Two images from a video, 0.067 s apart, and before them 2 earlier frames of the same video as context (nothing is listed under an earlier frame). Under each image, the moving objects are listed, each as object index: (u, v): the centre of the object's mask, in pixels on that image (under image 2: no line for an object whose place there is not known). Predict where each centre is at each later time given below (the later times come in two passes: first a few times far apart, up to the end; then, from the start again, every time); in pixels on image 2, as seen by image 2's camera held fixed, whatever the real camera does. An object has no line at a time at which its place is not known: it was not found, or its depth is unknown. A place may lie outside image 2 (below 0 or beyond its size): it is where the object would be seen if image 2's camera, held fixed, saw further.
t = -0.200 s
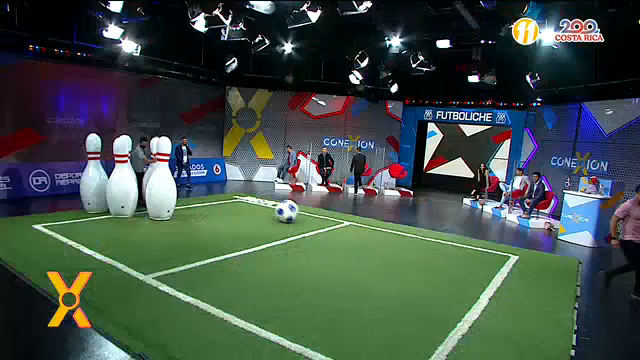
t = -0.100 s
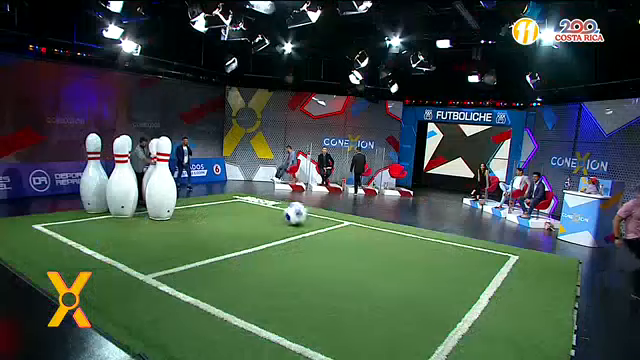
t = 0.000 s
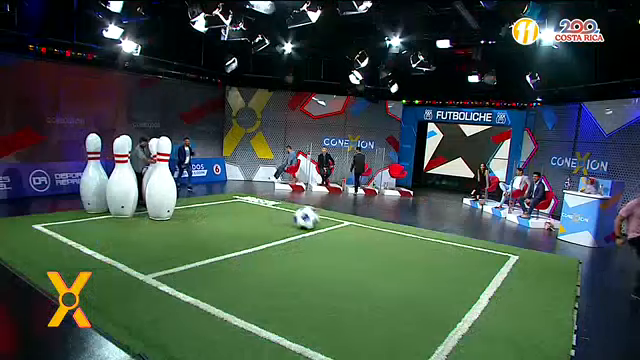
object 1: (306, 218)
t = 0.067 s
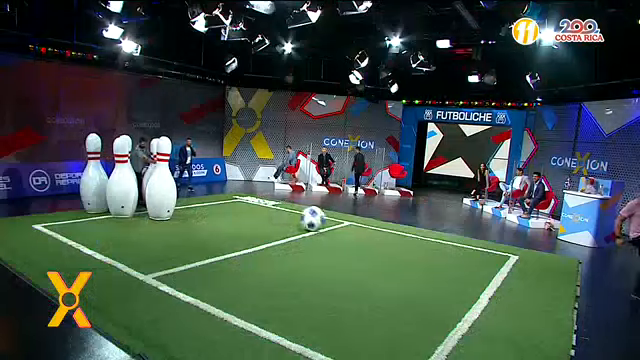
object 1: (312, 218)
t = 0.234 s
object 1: (330, 225)
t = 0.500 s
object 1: (359, 235)
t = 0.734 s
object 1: (387, 244)
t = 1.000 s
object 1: (422, 256)
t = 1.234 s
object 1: (455, 267)
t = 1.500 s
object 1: (497, 282)
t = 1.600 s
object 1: (514, 288)
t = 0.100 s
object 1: (316, 220)
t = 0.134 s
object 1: (319, 221)
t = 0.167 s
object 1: (323, 222)
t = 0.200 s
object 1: (326, 224)
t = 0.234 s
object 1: (330, 225)
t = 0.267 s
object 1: (333, 226)
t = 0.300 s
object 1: (337, 228)
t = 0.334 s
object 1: (340, 229)
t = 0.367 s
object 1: (344, 231)
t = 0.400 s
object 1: (347, 232)
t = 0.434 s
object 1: (351, 232)
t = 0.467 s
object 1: (355, 234)
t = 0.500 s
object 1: (359, 235)
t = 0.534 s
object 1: (363, 236)
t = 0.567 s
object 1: (367, 238)
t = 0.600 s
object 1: (370, 240)
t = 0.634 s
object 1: (375, 240)
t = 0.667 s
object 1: (379, 241)
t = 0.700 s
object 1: (383, 243)
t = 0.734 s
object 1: (387, 244)
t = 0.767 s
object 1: (392, 246)
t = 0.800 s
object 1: (396, 247)
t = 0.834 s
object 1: (400, 249)
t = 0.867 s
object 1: (404, 250)
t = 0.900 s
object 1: (409, 252)
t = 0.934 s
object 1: (413, 253)
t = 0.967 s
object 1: (418, 255)
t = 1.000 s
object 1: (422, 256)
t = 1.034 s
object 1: (427, 257)
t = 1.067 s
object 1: (431, 259)
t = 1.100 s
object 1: (436, 261)
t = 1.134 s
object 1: (441, 263)
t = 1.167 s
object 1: (446, 264)
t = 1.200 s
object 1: (450, 265)
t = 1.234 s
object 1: (455, 267)
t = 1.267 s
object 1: (461, 269)
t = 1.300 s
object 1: (465, 271)
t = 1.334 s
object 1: (471, 273)
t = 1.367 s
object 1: (476, 274)
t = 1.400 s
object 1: (480, 276)
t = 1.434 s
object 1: (486, 278)
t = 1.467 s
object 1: (492, 280)
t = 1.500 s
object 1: (497, 282)
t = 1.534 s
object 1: (502, 284)
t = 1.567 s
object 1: (508, 285)
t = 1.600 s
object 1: (514, 288)
